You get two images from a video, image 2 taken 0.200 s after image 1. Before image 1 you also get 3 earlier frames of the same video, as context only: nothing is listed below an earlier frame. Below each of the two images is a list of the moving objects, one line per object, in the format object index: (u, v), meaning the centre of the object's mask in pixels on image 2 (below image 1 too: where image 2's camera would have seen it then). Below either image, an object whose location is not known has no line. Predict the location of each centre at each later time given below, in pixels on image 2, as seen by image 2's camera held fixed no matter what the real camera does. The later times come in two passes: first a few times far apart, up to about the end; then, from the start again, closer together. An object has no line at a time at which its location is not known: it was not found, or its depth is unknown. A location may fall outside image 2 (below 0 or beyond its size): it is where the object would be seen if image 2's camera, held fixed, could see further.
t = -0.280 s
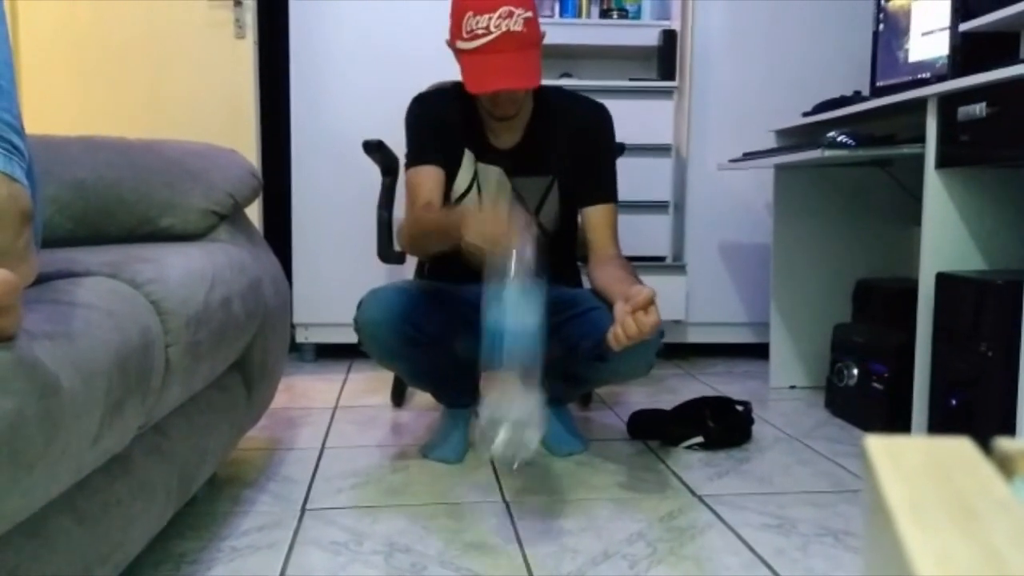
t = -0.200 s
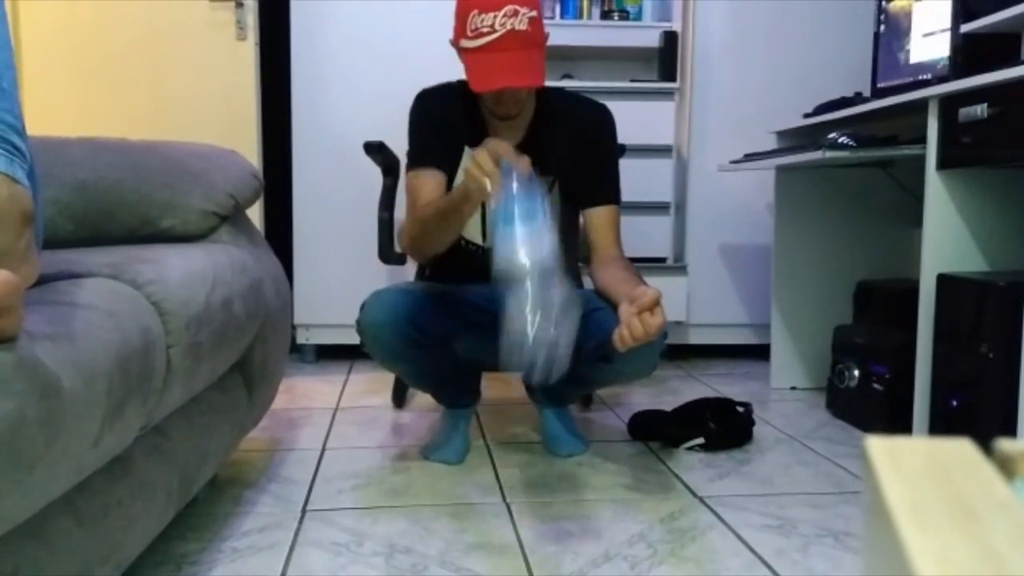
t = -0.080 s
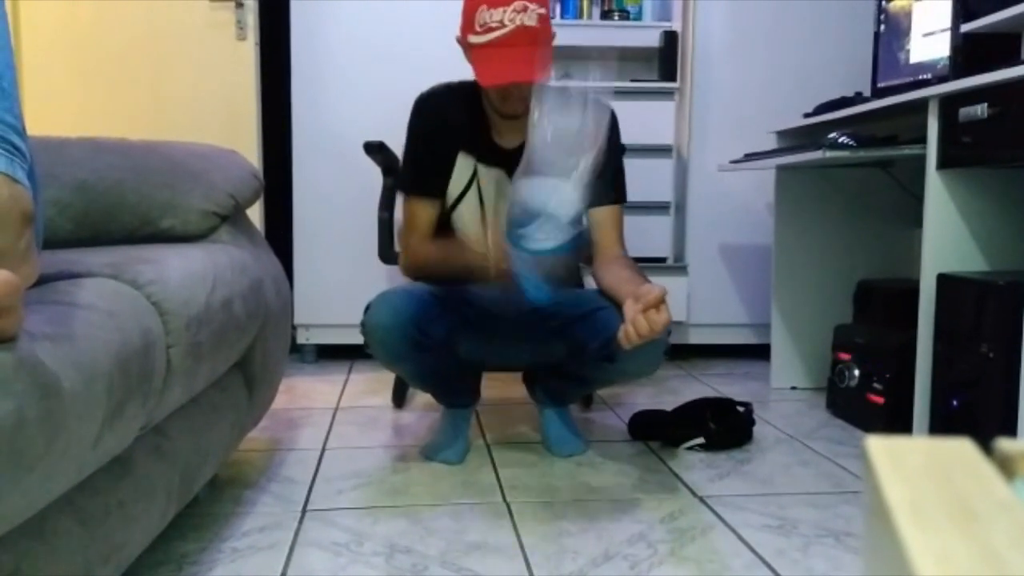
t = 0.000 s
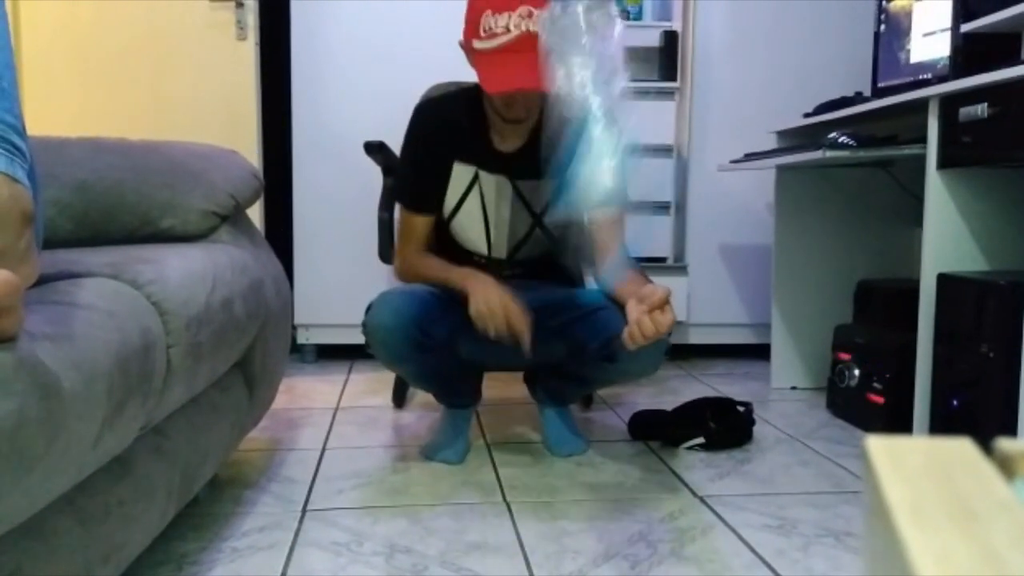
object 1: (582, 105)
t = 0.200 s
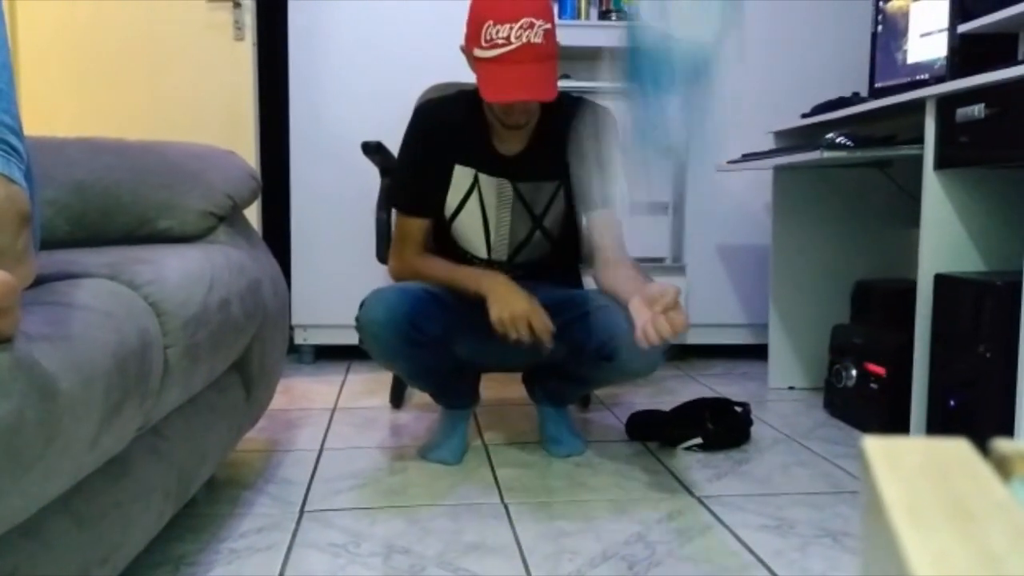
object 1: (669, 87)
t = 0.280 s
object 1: (684, 260)
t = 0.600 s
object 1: (701, 531)
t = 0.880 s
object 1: (710, 532)
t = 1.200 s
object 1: (713, 536)
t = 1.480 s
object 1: (710, 535)
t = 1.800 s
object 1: (710, 535)
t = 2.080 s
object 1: (710, 531)
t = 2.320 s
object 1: (709, 525)
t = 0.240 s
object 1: (685, 141)
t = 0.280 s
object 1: (684, 260)
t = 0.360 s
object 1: (691, 522)
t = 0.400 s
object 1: (707, 524)
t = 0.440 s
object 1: (708, 531)
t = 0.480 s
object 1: (709, 533)
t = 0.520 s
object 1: (708, 533)
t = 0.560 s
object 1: (705, 533)
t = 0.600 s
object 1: (701, 531)
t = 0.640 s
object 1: (703, 529)
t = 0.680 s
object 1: (712, 527)
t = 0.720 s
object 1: (718, 529)
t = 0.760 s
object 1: (713, 528)
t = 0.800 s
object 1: (706, 529)
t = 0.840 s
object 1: (705, 531)
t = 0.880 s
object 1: (710, 532)
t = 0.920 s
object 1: (711, 531)
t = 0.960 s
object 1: (708, 530)
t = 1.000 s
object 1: (707, 529)
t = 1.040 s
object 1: (711, 529)
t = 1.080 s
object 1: (710, 531)
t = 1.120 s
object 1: (707, 533)
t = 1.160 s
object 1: (708, 535)
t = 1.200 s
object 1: (713, 536)
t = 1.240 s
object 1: (712, 538)
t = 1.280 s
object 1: (712, 538)
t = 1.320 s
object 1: (712, 537)
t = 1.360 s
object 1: (711, 535)
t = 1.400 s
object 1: (710, 535)
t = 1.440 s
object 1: (711, 534)
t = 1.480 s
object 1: (710, 535)
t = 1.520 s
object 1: (709, 535)
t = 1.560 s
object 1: (711, 535)
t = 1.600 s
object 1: (709, 535)
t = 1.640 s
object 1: (710, 535)
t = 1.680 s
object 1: (710, 535)
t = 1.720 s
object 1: (710, 535)
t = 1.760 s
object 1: (711, 535)
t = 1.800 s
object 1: (710, 535)
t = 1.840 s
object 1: (710, 535)
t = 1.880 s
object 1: (710, 535)
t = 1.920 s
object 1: (710, 534)
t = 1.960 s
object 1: (711, 533)
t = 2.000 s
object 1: (710, 533)
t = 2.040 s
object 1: (711, 532)
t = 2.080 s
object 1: (710, 531)
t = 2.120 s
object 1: (709, 529)
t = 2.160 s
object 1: (709, 527)
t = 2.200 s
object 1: (709, 525)
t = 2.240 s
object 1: (709, 525)
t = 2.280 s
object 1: (709, 525)
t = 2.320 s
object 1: (709, 525)
